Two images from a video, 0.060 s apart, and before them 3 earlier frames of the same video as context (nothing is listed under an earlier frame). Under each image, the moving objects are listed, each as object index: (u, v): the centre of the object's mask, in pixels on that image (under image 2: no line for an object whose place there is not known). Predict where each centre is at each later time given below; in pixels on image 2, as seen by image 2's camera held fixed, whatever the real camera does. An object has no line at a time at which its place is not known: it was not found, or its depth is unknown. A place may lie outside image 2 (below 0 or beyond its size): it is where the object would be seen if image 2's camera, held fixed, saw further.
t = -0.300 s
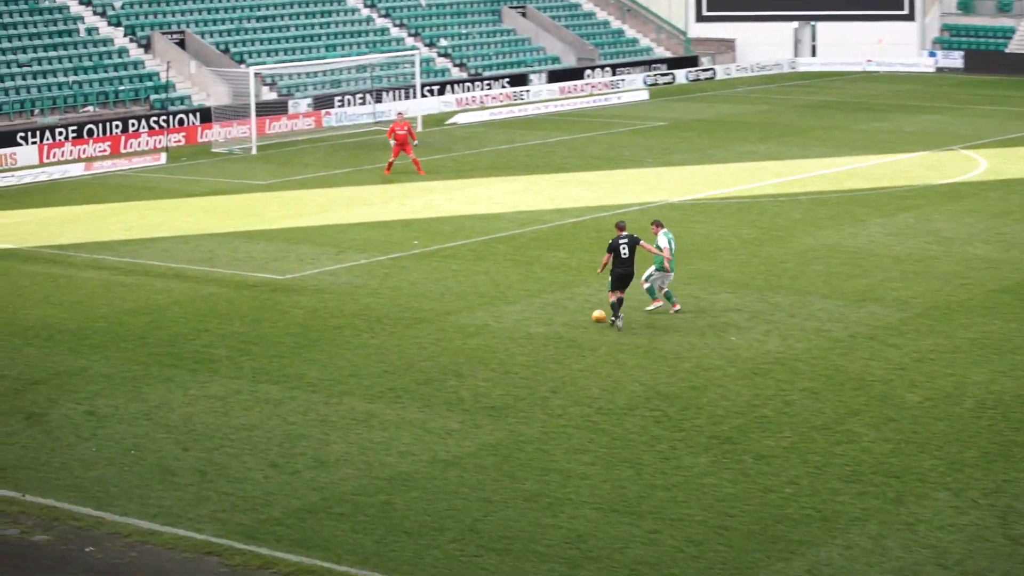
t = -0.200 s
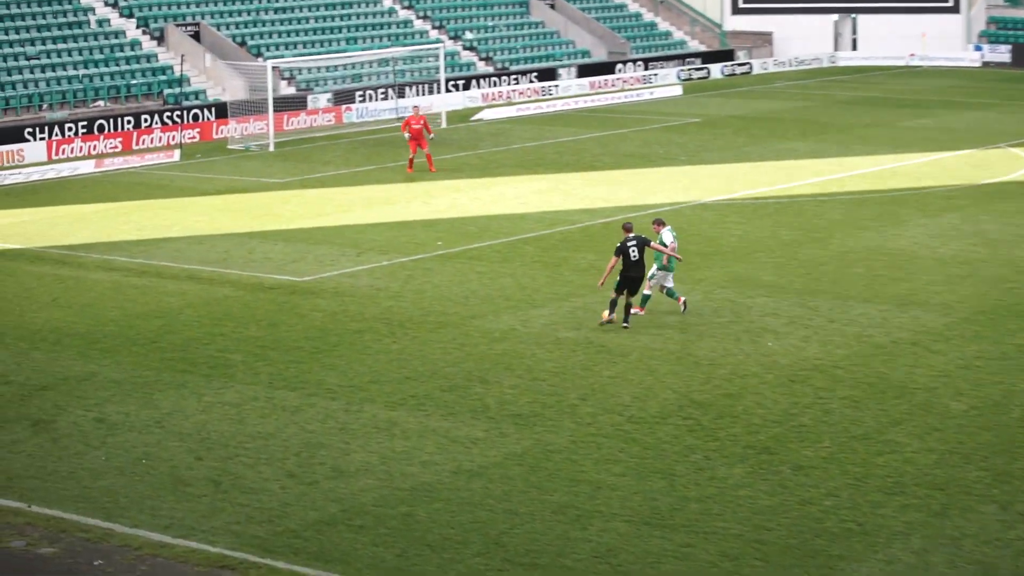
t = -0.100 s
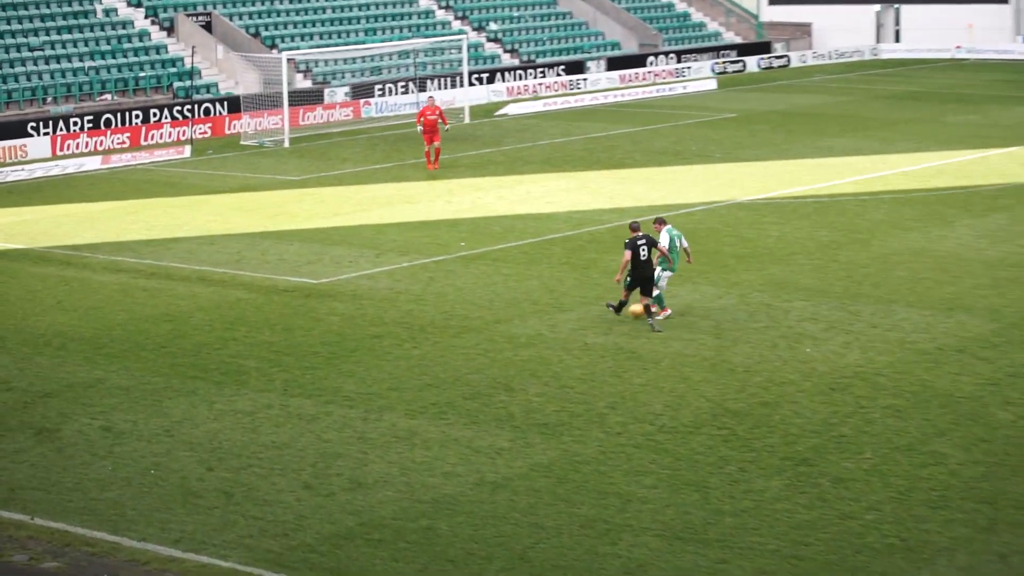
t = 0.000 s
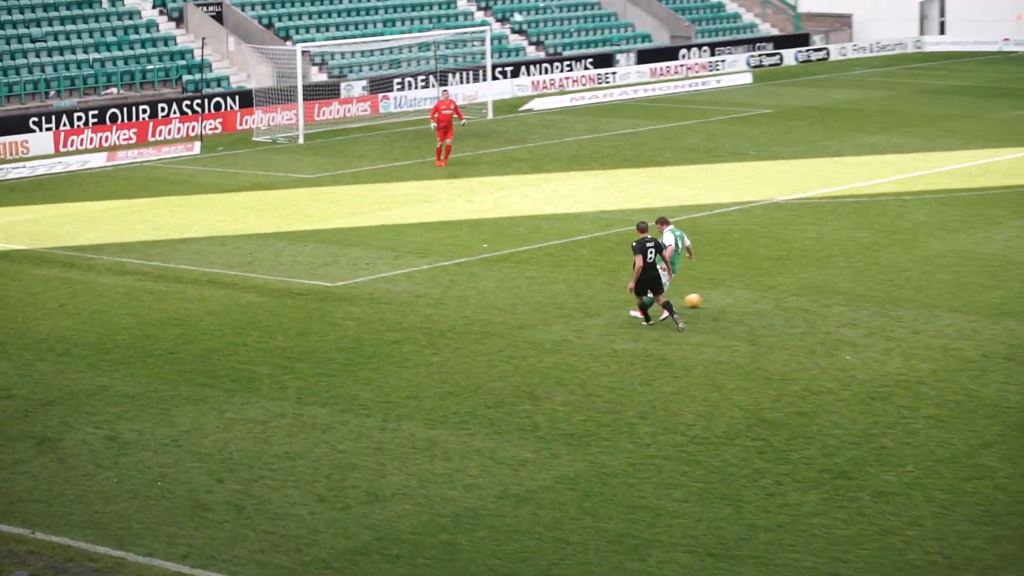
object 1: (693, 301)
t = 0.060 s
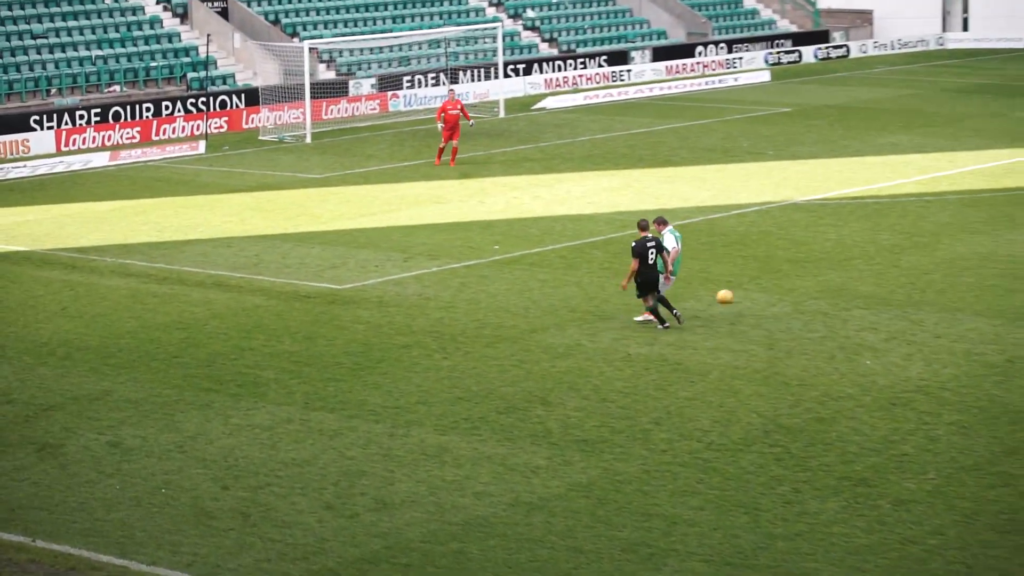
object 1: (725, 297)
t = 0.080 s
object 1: (728, 294)
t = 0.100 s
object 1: (732, 291)
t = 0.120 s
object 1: (737, 288)
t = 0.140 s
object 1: (740, 285)
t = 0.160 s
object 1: (745, 283)
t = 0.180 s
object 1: (749, 282)
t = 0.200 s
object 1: (753, 281)
